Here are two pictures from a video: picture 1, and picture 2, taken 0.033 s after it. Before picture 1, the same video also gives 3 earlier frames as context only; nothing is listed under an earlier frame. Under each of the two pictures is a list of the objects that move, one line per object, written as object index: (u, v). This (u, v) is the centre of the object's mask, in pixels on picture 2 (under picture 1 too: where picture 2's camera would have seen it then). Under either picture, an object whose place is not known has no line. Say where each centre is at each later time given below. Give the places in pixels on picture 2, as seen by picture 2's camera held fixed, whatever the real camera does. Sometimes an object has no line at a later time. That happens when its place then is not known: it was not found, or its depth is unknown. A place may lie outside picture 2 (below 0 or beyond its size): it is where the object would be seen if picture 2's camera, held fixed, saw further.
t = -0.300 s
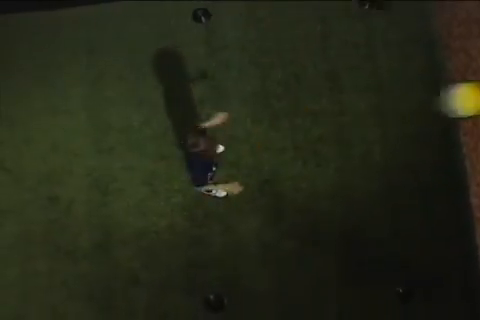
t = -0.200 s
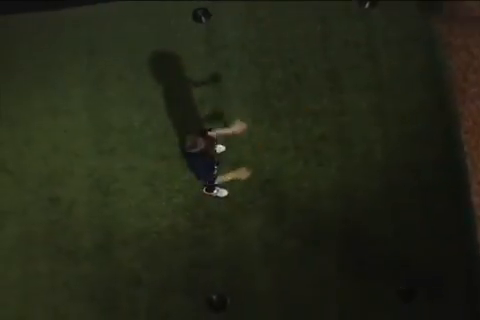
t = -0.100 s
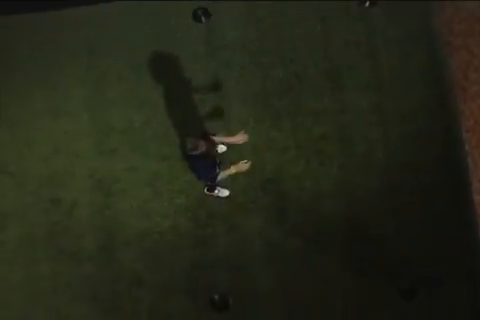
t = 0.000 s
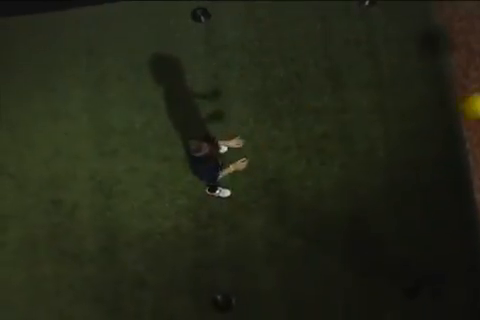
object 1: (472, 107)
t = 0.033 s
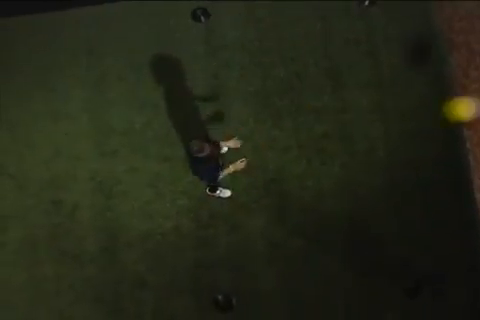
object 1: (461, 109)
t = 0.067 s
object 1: (443, 112)
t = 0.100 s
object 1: (424, 117)
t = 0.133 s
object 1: (405, 121)
